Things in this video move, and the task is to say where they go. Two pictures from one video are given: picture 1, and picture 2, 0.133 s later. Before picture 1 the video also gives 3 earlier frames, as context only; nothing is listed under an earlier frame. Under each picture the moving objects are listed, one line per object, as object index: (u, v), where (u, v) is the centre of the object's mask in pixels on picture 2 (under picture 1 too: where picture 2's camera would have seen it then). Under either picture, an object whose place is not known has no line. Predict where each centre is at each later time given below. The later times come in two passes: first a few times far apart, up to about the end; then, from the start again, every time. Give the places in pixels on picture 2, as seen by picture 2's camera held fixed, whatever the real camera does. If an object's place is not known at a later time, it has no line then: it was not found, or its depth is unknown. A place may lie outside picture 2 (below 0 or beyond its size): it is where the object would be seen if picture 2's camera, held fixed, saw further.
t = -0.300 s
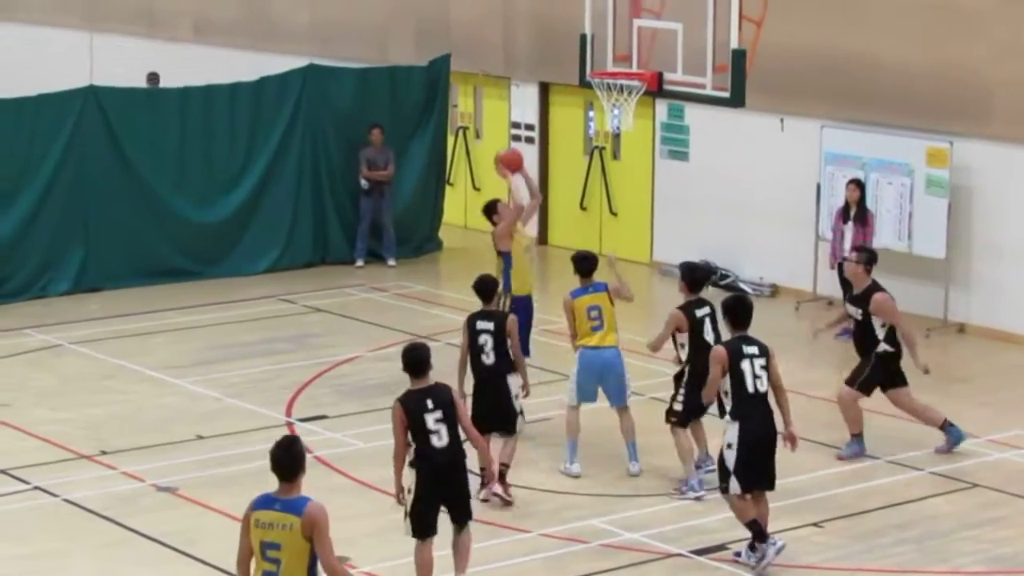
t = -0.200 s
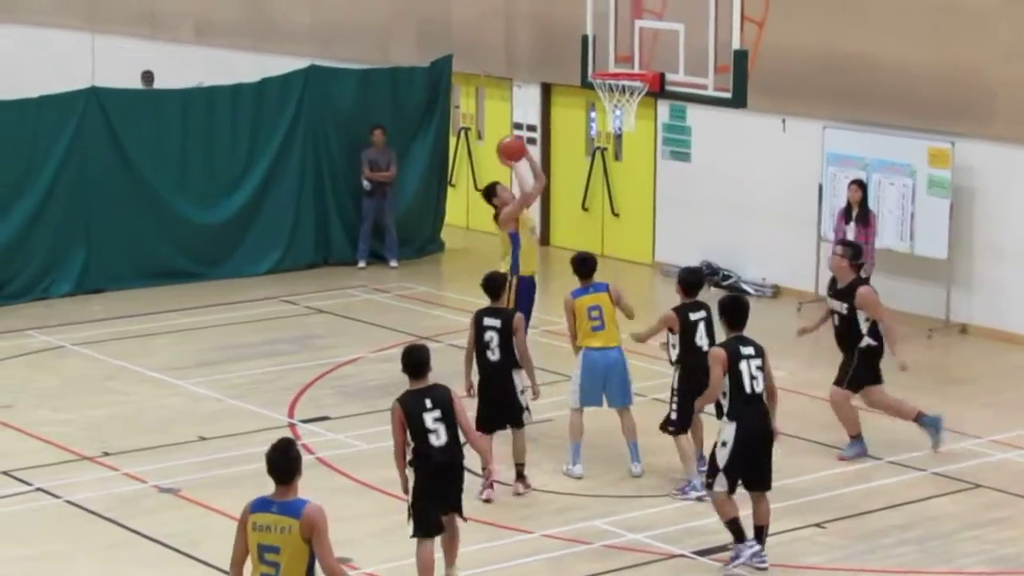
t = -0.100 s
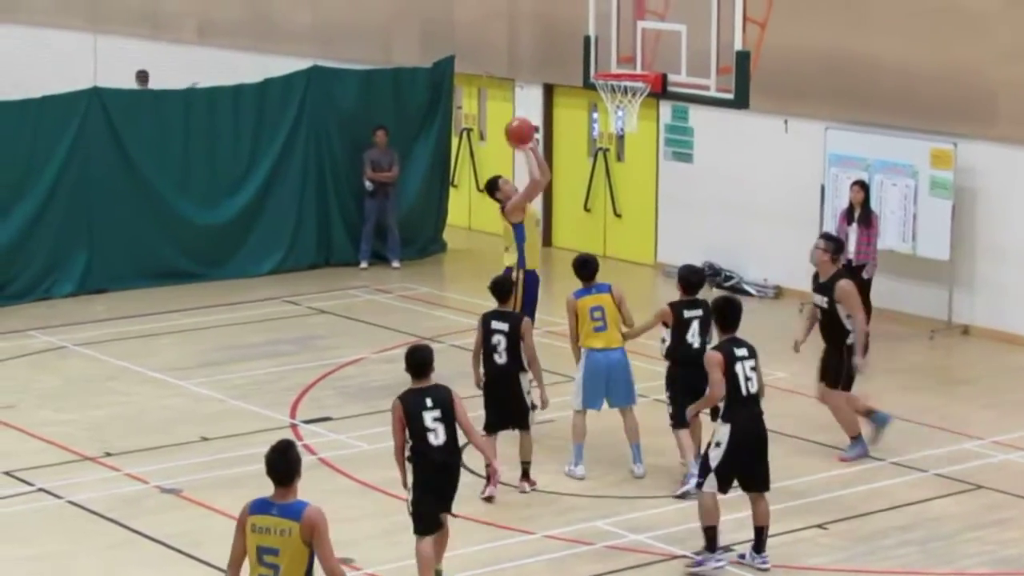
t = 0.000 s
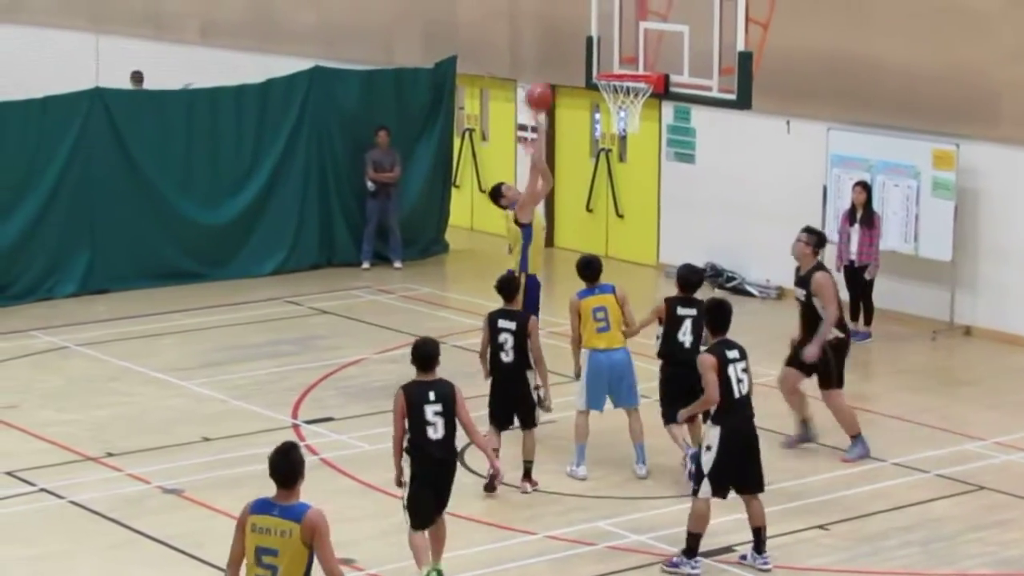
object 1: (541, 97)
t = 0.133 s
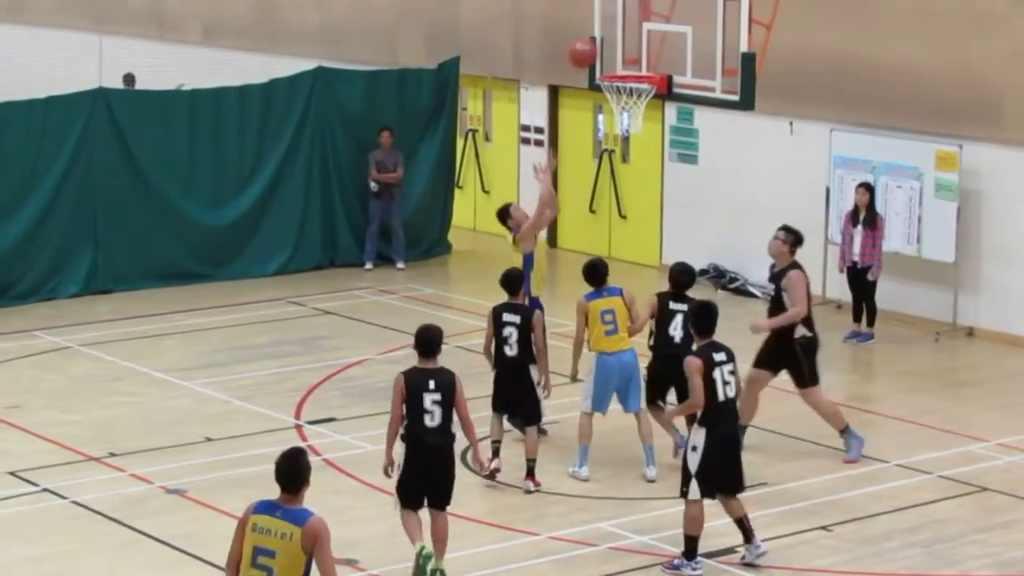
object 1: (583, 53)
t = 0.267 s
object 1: (624, 29)
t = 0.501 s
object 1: (635, 58)
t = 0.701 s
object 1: (624, 122)
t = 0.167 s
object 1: (593, 46)
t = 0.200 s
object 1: (603, 39)
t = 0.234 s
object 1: (614, 34)
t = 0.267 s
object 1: (624, 29)
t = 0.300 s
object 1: (627, 29)
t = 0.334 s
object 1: (628, 31)
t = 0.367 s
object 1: (630, 33)
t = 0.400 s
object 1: (631, 38)
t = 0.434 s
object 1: (633, 42)
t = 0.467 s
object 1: (634, 50)
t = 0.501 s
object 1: (635, 58)
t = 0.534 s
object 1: (636, 65)
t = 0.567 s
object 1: (637, 71)
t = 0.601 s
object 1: (636, 94)
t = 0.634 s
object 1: (633, 100)
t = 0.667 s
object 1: (629, 110)
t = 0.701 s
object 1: (624, 122)
